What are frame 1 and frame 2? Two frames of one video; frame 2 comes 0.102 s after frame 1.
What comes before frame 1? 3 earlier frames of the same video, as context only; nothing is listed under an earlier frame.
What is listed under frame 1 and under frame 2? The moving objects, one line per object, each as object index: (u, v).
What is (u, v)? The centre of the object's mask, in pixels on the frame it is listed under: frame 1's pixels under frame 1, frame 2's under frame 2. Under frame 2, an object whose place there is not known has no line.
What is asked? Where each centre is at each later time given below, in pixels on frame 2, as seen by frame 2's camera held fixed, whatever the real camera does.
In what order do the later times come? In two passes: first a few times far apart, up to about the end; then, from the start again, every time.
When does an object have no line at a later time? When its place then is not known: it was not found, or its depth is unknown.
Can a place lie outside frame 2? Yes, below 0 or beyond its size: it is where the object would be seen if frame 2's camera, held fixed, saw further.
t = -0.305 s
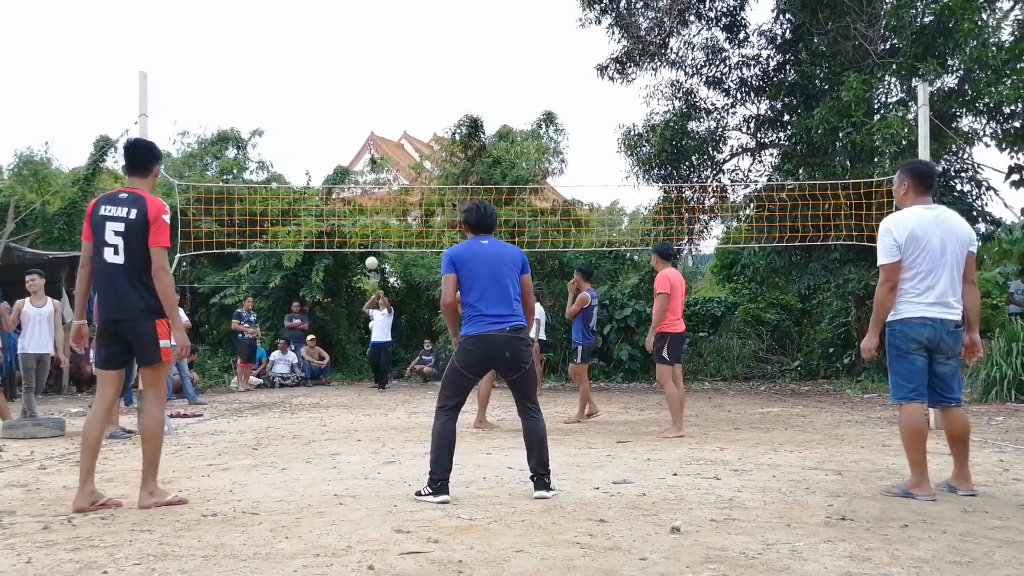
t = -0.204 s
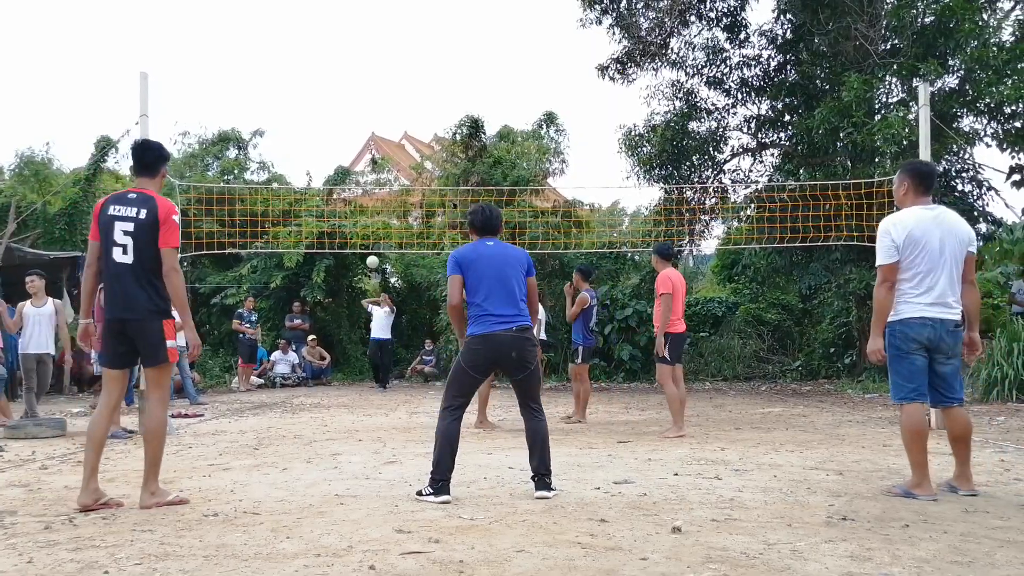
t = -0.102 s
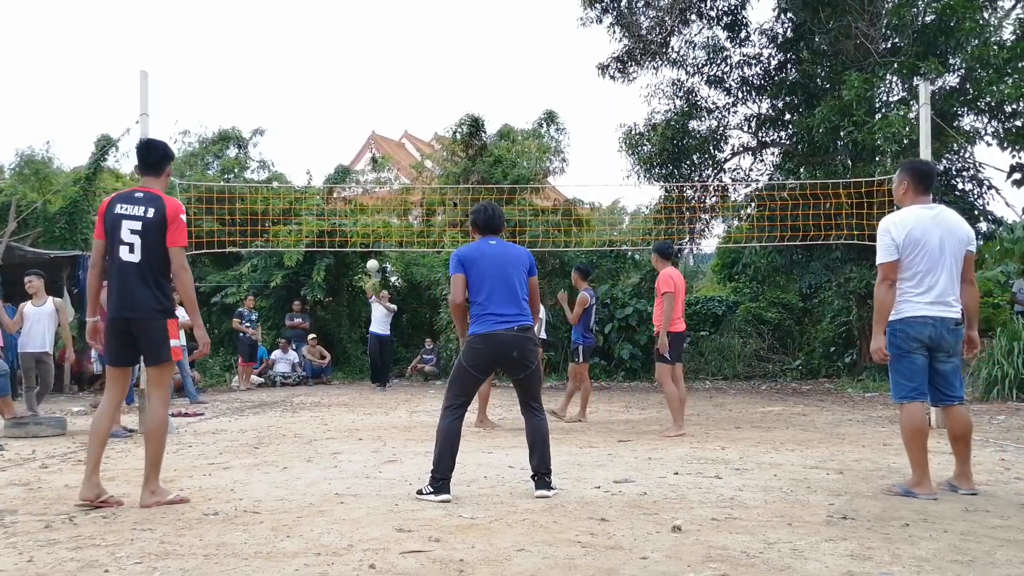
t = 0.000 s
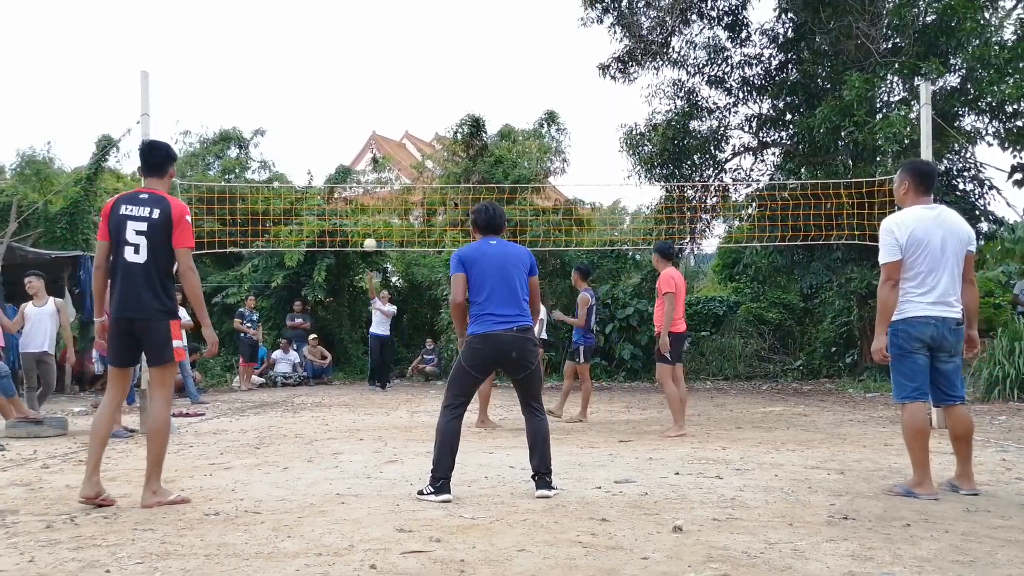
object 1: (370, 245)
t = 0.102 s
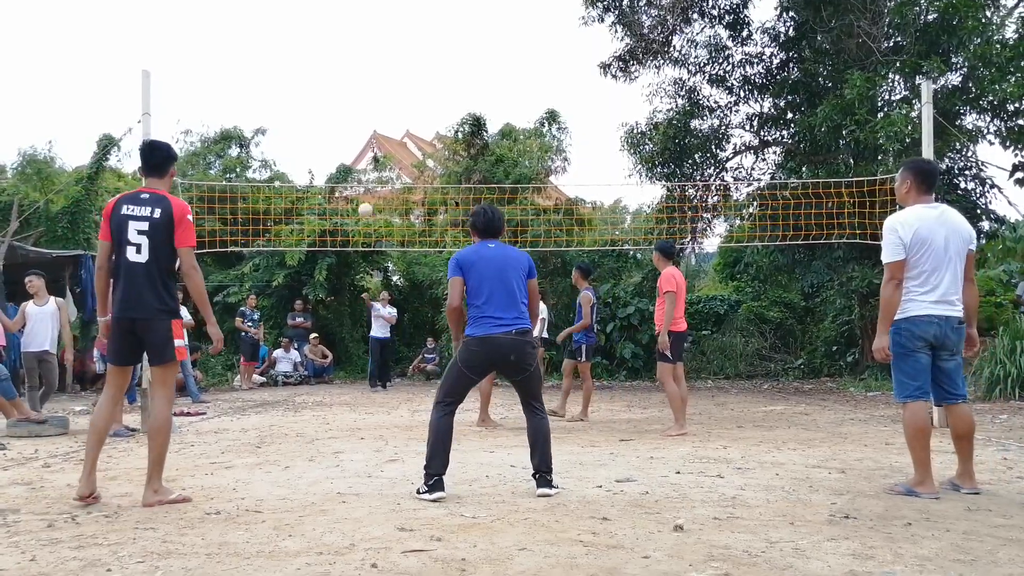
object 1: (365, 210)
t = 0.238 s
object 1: (355, 168)
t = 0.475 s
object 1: (326, 114)
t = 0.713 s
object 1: (281, 99)
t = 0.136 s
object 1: (364, 199)
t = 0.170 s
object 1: (361, 188)
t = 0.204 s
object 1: (358, 177)
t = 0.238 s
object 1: (355, 168)
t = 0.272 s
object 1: (352, 159)
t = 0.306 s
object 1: (348, 150)
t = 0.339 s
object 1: (344, 141)
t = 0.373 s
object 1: (340, 134)
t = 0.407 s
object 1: (335, 126)
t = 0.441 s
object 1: (331, 120)
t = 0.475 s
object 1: (326, 114)
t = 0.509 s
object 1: (320, 109)
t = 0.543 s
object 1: (315, 105)
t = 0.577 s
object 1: (309, 101)
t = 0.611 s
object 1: (303, 99)
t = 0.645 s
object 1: (296, 98)
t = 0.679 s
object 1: (288, 98)
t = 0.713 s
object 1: (281, 99)
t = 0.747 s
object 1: (272, 102)
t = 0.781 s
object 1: (263, 107)
